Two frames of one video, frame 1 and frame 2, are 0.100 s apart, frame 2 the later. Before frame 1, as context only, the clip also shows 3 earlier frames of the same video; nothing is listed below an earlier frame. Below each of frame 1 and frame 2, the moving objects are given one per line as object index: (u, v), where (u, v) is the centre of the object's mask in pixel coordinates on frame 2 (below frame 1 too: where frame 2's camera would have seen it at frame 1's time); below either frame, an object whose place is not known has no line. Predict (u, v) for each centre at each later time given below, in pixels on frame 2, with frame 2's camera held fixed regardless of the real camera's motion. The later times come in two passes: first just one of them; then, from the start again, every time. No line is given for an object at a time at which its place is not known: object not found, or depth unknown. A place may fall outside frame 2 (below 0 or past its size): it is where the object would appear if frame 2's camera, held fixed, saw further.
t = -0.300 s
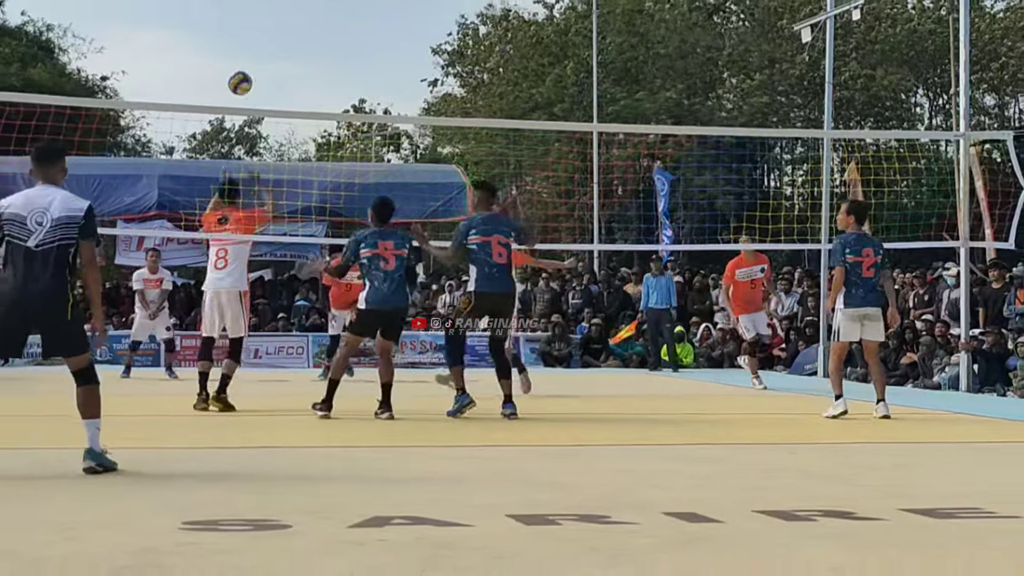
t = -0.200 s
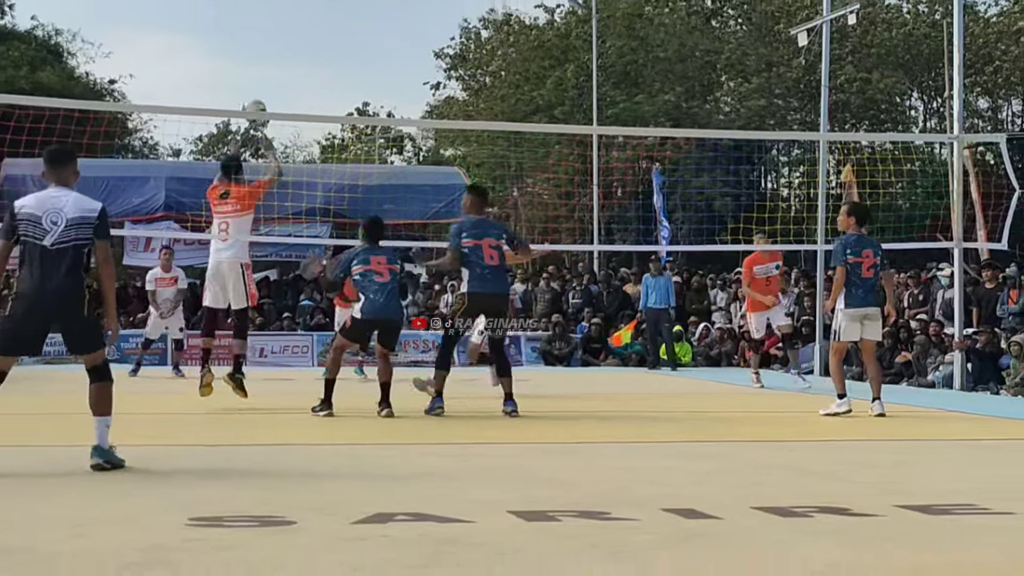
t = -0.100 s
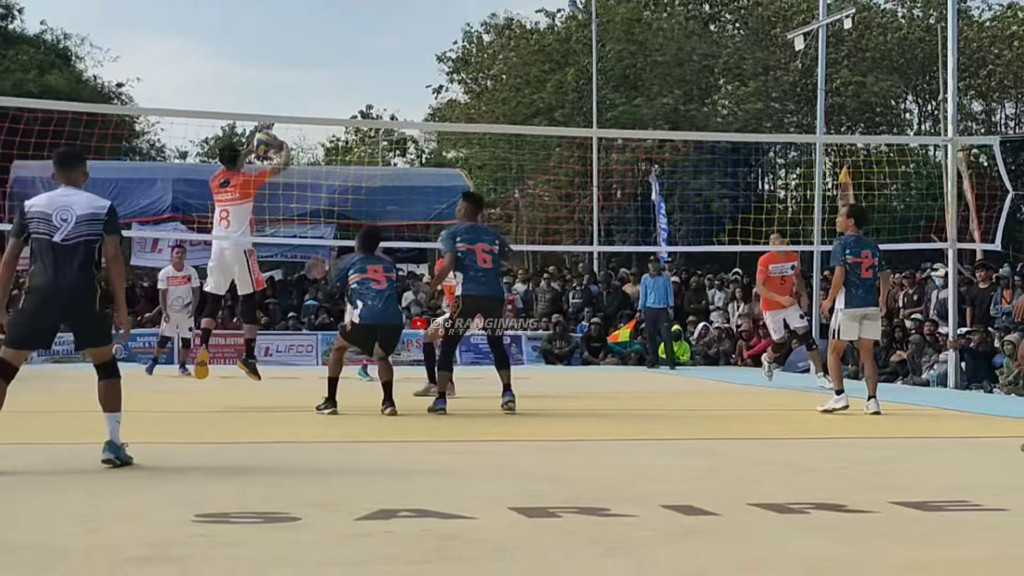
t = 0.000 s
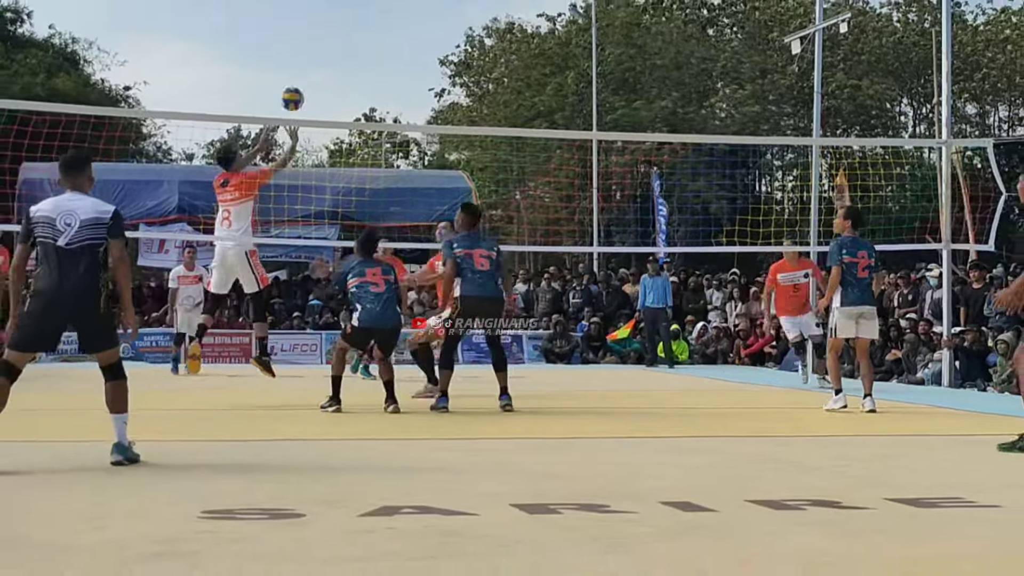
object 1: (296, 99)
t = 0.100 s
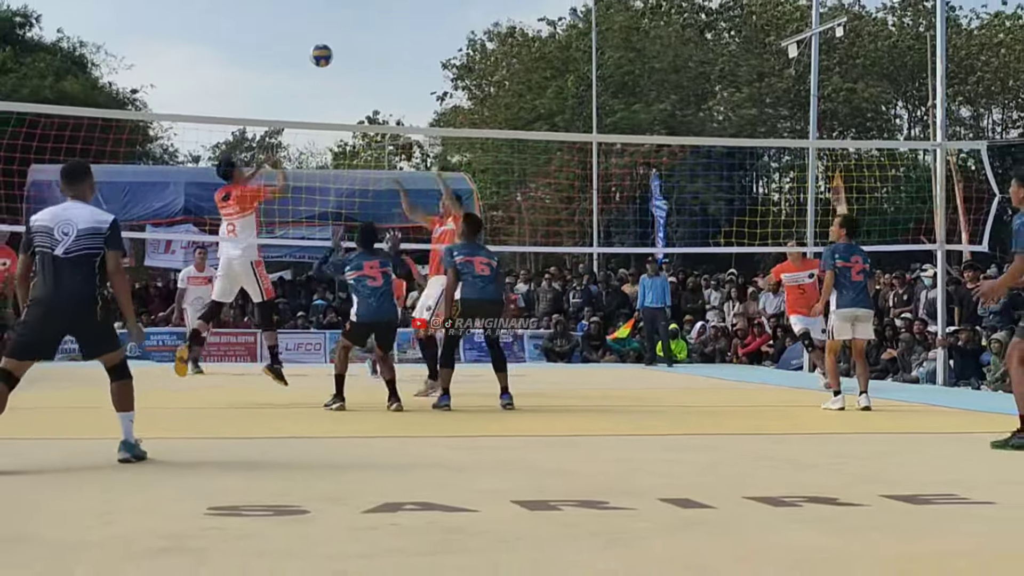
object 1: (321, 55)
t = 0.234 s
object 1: (354, 17)
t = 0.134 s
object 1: (330, 44)
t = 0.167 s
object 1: (338, 34)
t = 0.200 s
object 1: (346, 25)
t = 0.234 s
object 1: (354, 17)
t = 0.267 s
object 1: (361, 11)
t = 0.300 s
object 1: (369, 7)
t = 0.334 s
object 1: (376, 4)
